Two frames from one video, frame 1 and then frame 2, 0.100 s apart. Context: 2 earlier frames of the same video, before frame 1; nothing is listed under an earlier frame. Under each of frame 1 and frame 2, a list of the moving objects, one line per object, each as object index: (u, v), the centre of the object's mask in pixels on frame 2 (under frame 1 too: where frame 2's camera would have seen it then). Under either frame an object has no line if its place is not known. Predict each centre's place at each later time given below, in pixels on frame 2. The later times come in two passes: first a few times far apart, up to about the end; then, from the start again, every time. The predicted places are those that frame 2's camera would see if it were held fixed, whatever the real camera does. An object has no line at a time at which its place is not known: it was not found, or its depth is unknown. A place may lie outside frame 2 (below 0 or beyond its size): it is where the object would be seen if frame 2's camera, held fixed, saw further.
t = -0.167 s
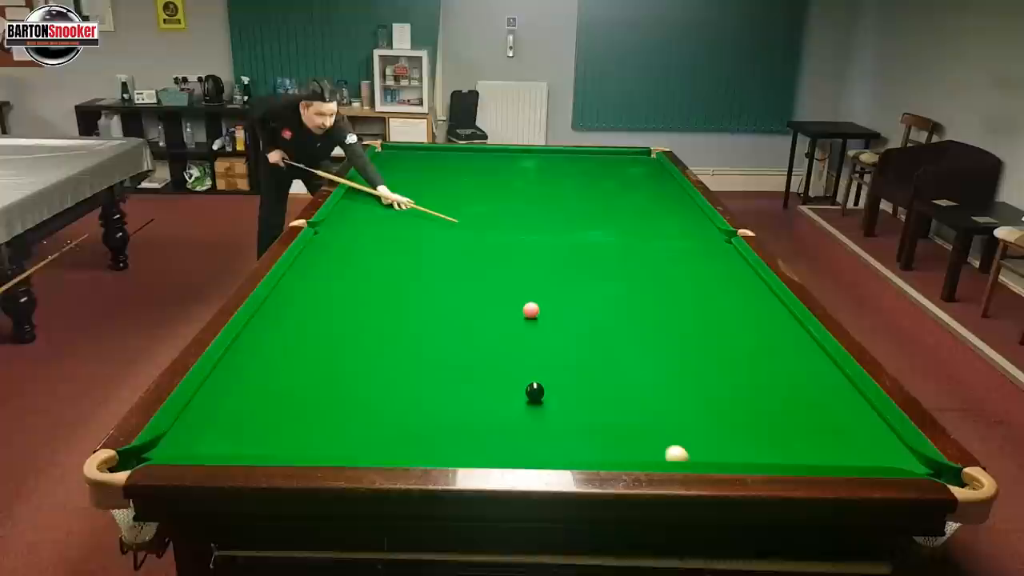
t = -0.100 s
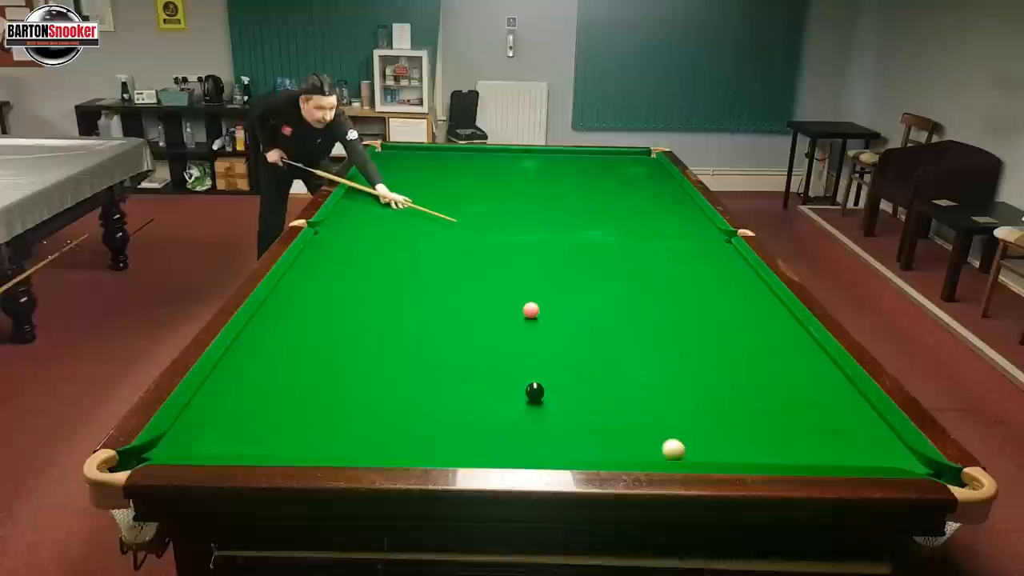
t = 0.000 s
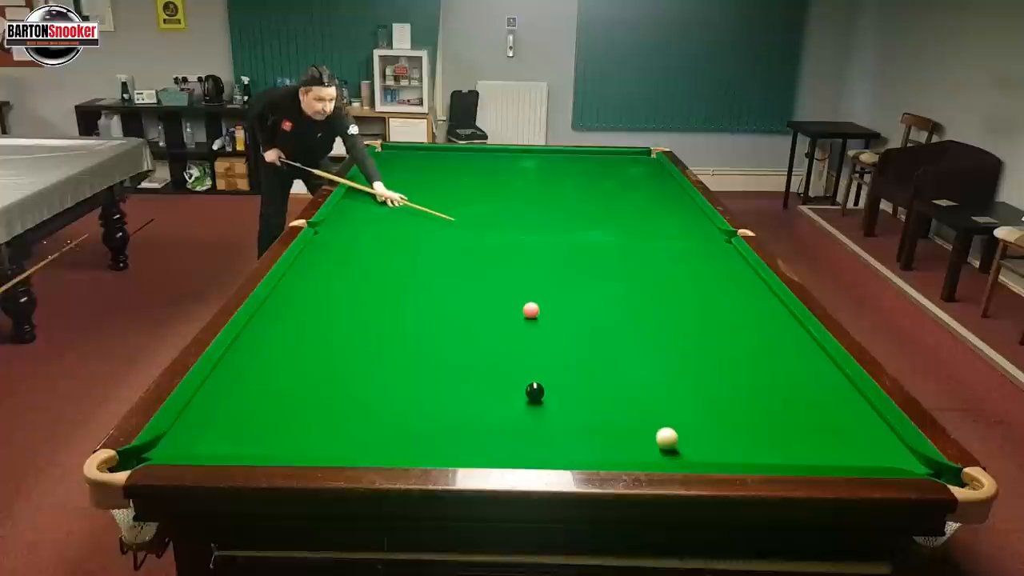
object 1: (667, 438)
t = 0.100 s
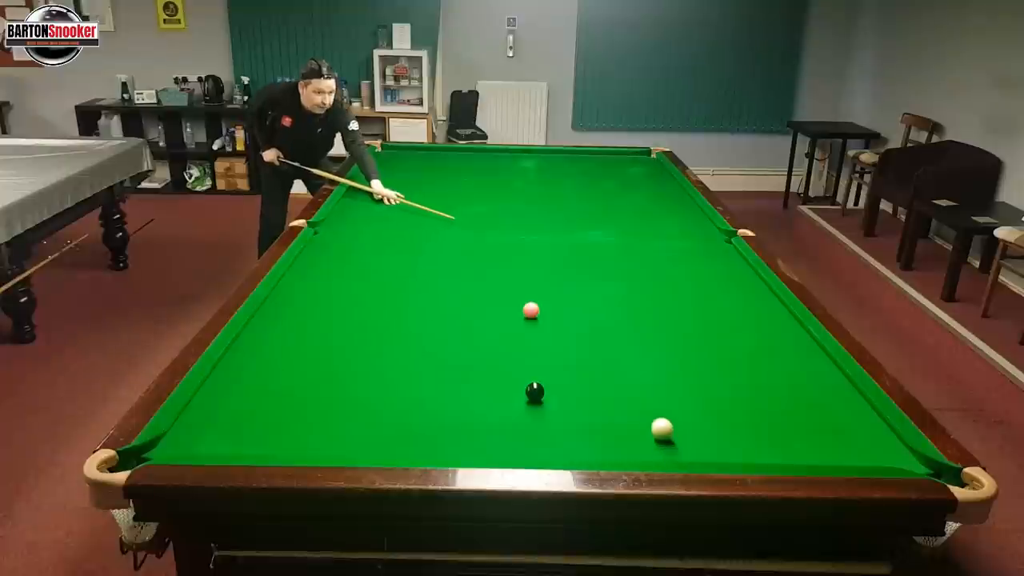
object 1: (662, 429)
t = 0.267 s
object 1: (654, 414)
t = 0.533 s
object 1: (643, 393)
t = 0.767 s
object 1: (634, 378)
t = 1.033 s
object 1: (625, 363)
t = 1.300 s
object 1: (618, 350)
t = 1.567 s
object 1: (611, 339)
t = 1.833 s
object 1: (605, 330)
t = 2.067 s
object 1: (600, 323)
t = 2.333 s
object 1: (595, 316)
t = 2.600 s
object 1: (591, 310)
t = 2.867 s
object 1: (588, 305)
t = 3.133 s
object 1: (586, 301)
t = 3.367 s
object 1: (583, 298)
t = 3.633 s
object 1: (581, 296)
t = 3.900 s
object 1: (580, 294)
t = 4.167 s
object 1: (579, 293)
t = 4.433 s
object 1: (578, 293)
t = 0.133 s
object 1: (660, 426)
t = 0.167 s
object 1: (658, 422)
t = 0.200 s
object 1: (657, 419)
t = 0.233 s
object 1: (655, 416)
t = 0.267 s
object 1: (654, 414)
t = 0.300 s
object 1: (652, 411)
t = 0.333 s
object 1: (651, 408)
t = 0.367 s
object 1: (649, 406)
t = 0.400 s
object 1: (648, 403)
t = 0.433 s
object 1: (647, 401)
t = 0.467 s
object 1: (645, 398)
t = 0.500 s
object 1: (644, 396)
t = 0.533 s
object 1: (643, 393)
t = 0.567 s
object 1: (641, 391)
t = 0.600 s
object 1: (640, 389)
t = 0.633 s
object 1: (639, 387)
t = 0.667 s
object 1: (638, 385)
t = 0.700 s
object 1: (636, 382)
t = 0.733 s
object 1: (635, 380)
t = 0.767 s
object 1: (634, 378)
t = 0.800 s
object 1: (633, 376)
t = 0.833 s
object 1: (632, 374)
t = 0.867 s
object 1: (631, 372)
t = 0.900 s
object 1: (630, 371)
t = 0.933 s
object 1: (629, 369)
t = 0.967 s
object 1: (628, 367)
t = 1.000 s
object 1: (627, 365)
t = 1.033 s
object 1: (625, 363)
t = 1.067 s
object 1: (624, 362)
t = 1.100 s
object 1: (624, 360)
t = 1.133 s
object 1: (623, 358)
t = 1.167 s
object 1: (622, 357)
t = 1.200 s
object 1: (621, 355)
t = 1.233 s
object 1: (620, 354)
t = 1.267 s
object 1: (619, 352)
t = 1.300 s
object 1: (618, 350)
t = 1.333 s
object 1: (617, 349)
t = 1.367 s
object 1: (616, 348)
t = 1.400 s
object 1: (615, 346)
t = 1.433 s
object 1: (614, 345)
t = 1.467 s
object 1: (614, 343)
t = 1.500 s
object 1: (613, 342)
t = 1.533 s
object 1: (612, 341)
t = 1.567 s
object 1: (611, 339)
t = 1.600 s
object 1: (610, 338)
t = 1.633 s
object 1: (610, 337)
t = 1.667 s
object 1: (609, 336)
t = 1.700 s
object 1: (608, 335)
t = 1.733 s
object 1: (607, 333)
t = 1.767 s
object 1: (606, 332)
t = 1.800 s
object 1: (606, 331)
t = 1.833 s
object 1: (605, 330)
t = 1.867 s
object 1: (604, 329)
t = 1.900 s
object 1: (603, 328)
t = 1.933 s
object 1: (603, 327)
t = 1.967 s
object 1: (602, 326)
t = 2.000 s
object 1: (602, 325)
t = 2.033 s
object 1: (601, 324)
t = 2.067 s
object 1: (600, 323)
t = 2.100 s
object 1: (599, 322)
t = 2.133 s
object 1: (599, 321)
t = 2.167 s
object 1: (598, 320)
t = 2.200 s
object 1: (598, 319)
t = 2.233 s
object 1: (597, 318)
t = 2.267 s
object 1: (596, 317)
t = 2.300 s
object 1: (596, 316)
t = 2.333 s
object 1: (595, 316)
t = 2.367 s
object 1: (595, 315)
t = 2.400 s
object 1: (594, 314)
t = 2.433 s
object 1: (594, 313)
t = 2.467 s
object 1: (593, 313)
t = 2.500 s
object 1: (593, 312)
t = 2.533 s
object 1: (592, 311)
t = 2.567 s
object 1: (592, 310)
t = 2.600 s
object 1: (591, 310)
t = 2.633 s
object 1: (591, 309)
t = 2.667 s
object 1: (590, 309)
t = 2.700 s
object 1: (590, 308)
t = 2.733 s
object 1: (589, 307)
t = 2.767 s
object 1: (589, 307)
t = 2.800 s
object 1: (589, 306)
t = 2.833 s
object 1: (588, 306)
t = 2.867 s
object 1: (588, 305)
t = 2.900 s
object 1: (588, 305)
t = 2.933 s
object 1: (587, 304)
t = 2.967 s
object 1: (587, 303)
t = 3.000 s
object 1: (587, 303)
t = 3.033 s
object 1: (586, 303)
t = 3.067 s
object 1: (586, 302)
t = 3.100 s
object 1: (586, 302)
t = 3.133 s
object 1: (586, 301)
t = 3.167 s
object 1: (585, 301)
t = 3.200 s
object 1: (585, 300)
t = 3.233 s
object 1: (584, 300)
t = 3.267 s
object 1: (584, 299)
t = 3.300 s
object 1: (583, 299)
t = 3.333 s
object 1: (583, 299)
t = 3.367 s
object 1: (583, 298)
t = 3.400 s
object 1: (583, 298)
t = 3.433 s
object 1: (583, 297)
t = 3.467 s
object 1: (582, 297)
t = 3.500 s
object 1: (582, 297)
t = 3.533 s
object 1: (582, 297)
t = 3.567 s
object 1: (581, 296)
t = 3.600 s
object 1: (581, 296)
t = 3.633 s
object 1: (581, 296)
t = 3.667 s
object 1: (581, 296)
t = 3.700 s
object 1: (580, 296)
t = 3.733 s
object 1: (581, 295)
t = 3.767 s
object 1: (580, 295)
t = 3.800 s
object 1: (580, 295)
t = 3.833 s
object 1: (580, 294)
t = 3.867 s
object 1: (580, 294)
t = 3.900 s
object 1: (580, 294)
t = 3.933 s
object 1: (579, 294)
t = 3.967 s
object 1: (579, 294)
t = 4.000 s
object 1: (579, 294)
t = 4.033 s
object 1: (579, 293)
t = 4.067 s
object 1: (579, 294)
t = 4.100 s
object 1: (579, 293)
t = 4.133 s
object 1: (578, 294)
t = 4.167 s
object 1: (579, 293)
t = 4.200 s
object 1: (579, 293)
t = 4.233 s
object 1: (578, 293)
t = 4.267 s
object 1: (578, 293)
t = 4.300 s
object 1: (578, 293)
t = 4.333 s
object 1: (578, 293)
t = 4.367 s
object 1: (578, 293)
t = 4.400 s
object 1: (578, 293)
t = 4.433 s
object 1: (578, 293)
